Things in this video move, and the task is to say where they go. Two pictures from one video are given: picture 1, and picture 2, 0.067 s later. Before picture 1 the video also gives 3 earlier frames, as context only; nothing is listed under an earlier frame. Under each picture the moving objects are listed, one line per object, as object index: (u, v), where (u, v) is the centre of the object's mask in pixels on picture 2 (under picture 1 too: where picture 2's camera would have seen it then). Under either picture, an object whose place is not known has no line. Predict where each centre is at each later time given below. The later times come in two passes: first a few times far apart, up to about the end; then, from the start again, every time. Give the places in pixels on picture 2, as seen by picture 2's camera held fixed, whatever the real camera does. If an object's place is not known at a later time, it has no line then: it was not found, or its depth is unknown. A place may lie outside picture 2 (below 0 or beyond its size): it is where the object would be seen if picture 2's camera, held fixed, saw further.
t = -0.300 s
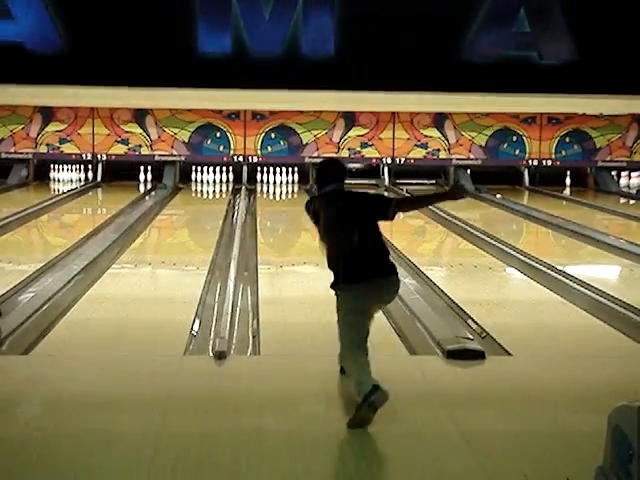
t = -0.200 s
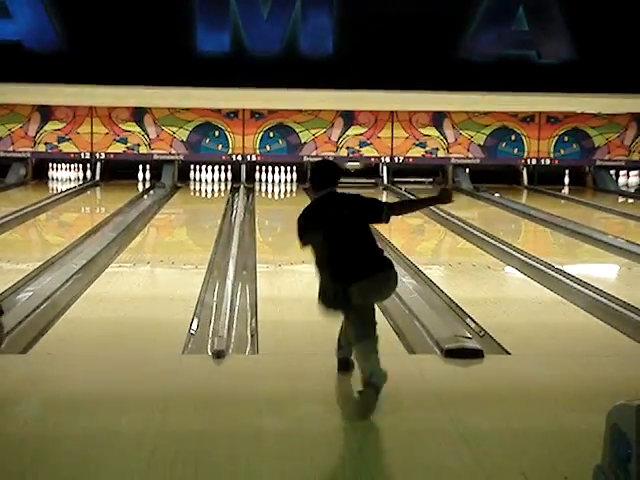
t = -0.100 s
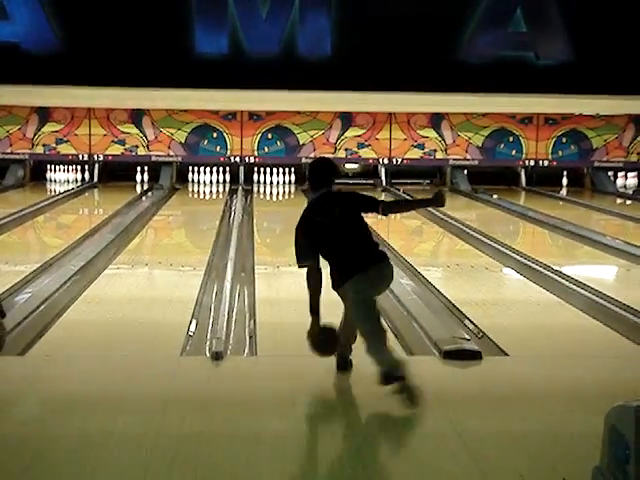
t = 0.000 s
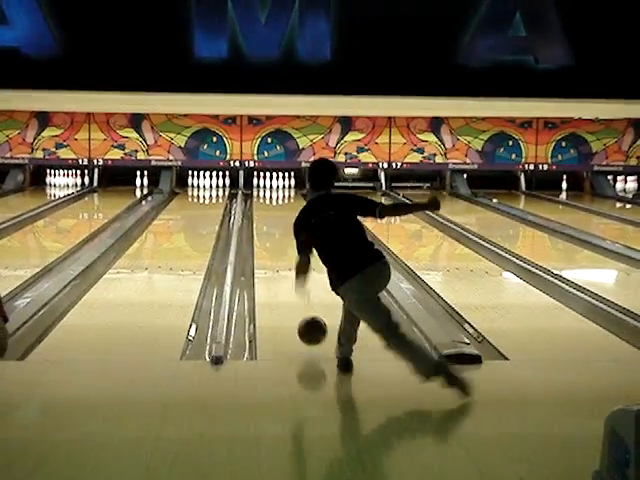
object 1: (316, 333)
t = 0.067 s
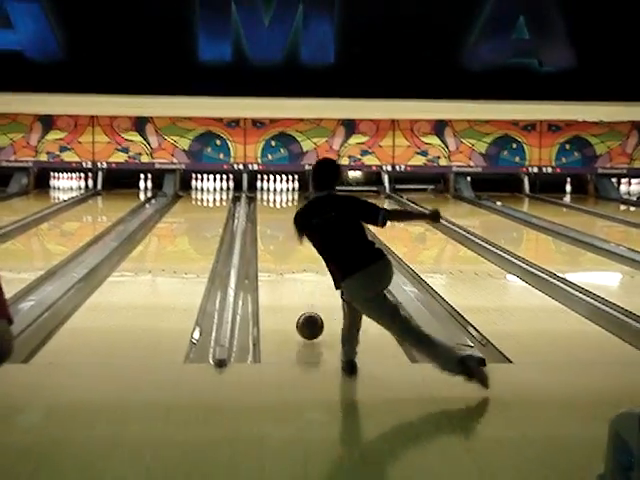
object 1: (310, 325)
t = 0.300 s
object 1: (294, 290)
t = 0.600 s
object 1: (282, 259)
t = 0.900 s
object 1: (274, 237)
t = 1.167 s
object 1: (270, 223)
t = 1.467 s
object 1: (268, 211)
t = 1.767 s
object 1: (268, 201)
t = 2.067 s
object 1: (271, 196)
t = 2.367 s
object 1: (276, 191)
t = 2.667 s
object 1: (278, 186)
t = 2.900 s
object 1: (277, 186)
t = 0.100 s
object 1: (307, 322)
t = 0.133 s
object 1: (304, 315)
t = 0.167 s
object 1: (302, 310)
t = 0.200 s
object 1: (300, 304)
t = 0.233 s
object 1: (297, 300)
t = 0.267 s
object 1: (295, 295)
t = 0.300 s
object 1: (294, 290)
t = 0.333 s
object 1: (292, 286)
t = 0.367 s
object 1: (290, 282)
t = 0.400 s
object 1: (289, 278)
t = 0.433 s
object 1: (287, 274)
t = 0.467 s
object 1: (286, 271)
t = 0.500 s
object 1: (285, 267)
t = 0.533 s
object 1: (284, 264)
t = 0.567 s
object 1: (283, 262)
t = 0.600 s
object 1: (282, 259)
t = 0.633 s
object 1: (280, 256)
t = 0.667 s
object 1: (280, 254)
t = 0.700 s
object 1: (279, 251)
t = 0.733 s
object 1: (278, 248)
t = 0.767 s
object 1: (277, 246)
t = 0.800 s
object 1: (276, 244)
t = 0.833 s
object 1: (275, 242)
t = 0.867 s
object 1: (275, 239)
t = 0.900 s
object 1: (274, 237)
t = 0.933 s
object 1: (274, 235)
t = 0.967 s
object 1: (273, 233)
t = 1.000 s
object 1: (273, 231)
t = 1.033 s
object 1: (272, 230)
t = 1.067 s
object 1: (272, 228)
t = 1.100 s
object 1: (271, 226)
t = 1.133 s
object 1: (270, 225)
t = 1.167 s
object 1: (270, 223)
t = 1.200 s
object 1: (270, 221)
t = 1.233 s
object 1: (270, 220)
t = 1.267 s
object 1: (269, 218)
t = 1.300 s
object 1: (269, 217)
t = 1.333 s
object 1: (269, 215)
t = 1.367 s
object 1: (269, 214)
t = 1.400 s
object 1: (269, 212)
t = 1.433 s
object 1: (268, 212)
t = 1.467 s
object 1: (268, 211)
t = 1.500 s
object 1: (268, 209)
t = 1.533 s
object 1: (268, 208)
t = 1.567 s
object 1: (268, 207)
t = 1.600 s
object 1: (268, 206)
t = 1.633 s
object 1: (268, 205)
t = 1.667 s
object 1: (268, 203)
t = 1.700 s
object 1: (268, 203)
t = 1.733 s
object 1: (268, 202)
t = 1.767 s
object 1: (268, 201)
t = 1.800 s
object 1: (269, 200)
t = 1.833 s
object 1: (268, 200)
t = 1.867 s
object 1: (268, 199)
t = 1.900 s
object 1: (268, 198)
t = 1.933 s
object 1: (269, 198)
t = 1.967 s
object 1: (270, 197)
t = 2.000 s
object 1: (270, 196)
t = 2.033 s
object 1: (271, 196)
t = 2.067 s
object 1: (271, 196)
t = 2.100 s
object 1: (271, 195)
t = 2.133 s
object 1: (274, 195)
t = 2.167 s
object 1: (274, 194)
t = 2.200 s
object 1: (275, 193)
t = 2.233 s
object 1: (274, 193)
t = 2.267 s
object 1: (275, 190)
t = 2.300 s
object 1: (275, 191)
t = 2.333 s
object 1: (276, 191)
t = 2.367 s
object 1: (276, 191)
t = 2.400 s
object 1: (278, 190)
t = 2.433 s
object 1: (278, 190)
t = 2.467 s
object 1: (278, 189)
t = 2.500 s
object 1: (278, 188)
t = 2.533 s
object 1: (278, 188)
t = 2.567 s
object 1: (279, 188)
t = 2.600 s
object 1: (278, 188)
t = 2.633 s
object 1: (278, 187)
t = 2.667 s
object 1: (278, 186)
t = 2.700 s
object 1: (278, 187)
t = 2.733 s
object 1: (278, 186)
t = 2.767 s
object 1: (277, 186)
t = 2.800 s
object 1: (278, 186)
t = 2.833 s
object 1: (279, 185)
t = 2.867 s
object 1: (278, 186)
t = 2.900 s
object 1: (277, 186)
